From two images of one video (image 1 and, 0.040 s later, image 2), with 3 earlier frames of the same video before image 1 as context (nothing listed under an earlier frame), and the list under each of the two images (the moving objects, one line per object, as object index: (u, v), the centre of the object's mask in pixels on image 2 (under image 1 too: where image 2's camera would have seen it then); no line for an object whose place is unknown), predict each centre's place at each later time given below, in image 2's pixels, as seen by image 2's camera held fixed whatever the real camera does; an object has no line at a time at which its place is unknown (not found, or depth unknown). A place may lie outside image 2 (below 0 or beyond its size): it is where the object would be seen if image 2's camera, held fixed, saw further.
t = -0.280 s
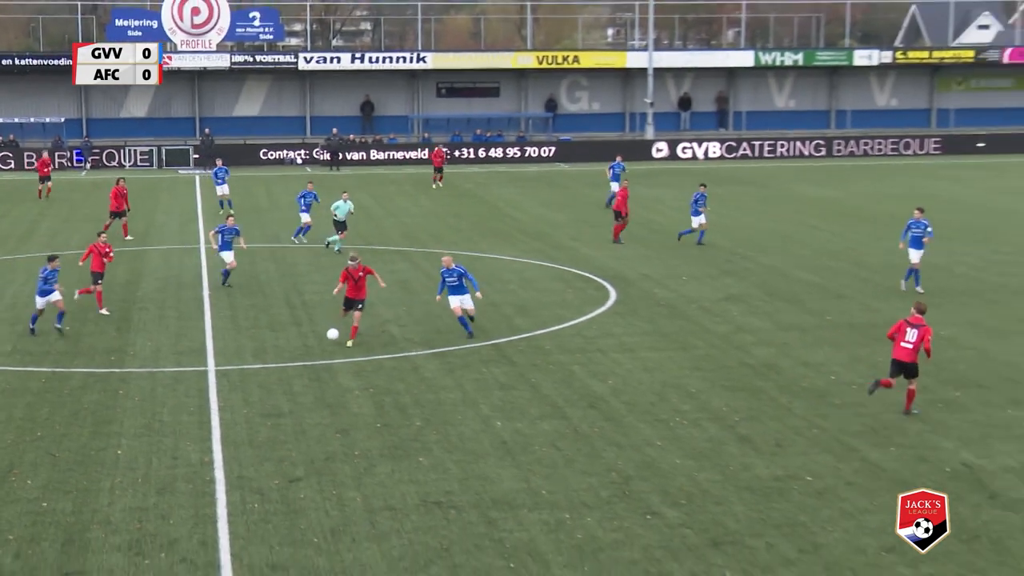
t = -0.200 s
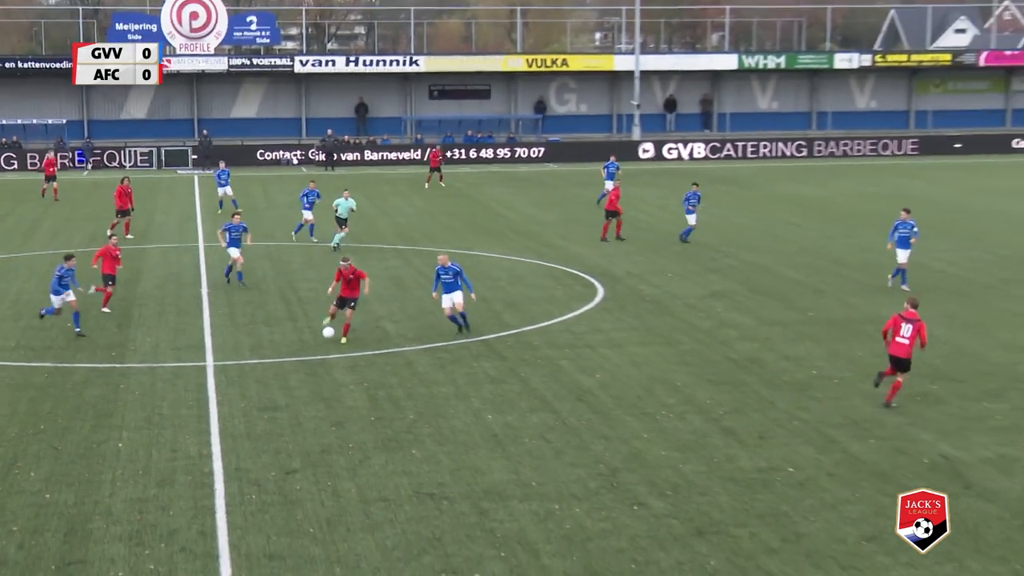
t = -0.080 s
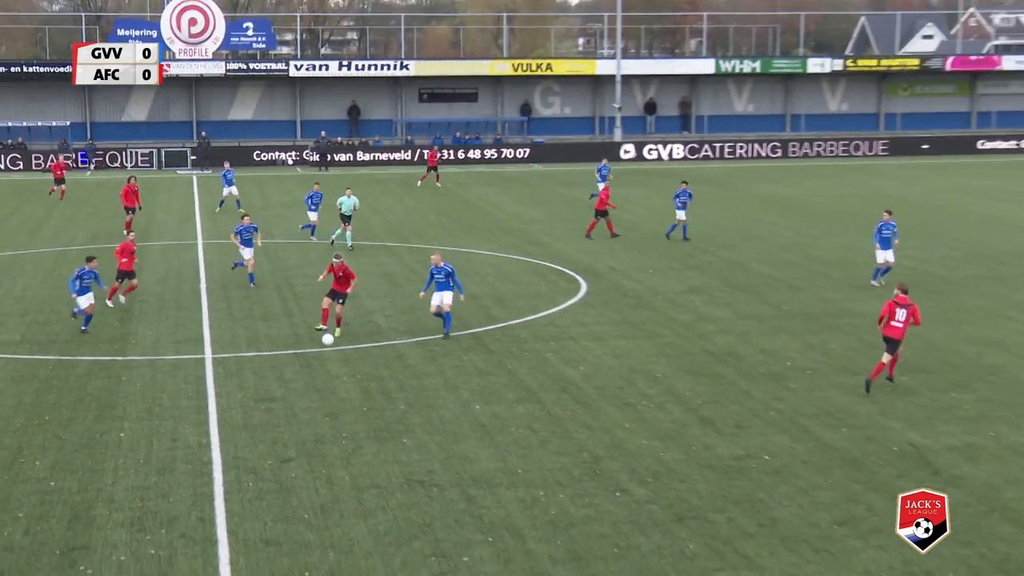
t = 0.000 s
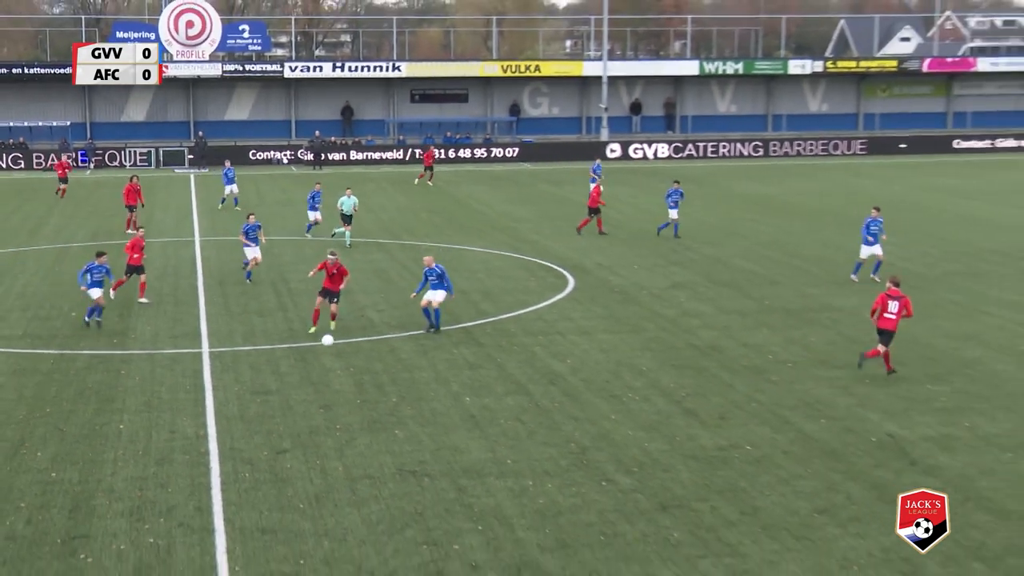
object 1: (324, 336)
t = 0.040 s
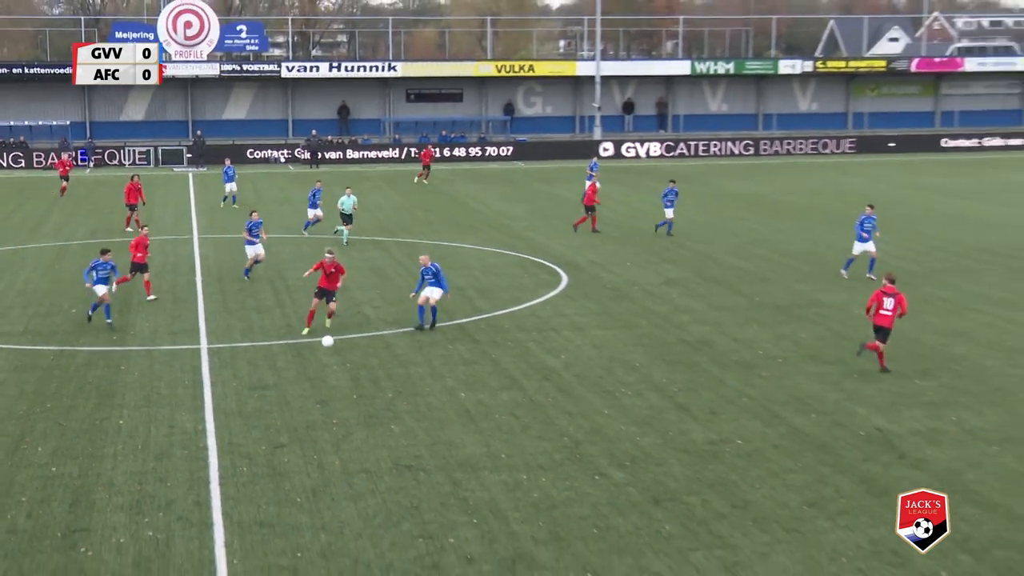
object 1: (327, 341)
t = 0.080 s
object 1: (331, 346)
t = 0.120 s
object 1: (335, 353)
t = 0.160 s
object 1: (339, 362)
